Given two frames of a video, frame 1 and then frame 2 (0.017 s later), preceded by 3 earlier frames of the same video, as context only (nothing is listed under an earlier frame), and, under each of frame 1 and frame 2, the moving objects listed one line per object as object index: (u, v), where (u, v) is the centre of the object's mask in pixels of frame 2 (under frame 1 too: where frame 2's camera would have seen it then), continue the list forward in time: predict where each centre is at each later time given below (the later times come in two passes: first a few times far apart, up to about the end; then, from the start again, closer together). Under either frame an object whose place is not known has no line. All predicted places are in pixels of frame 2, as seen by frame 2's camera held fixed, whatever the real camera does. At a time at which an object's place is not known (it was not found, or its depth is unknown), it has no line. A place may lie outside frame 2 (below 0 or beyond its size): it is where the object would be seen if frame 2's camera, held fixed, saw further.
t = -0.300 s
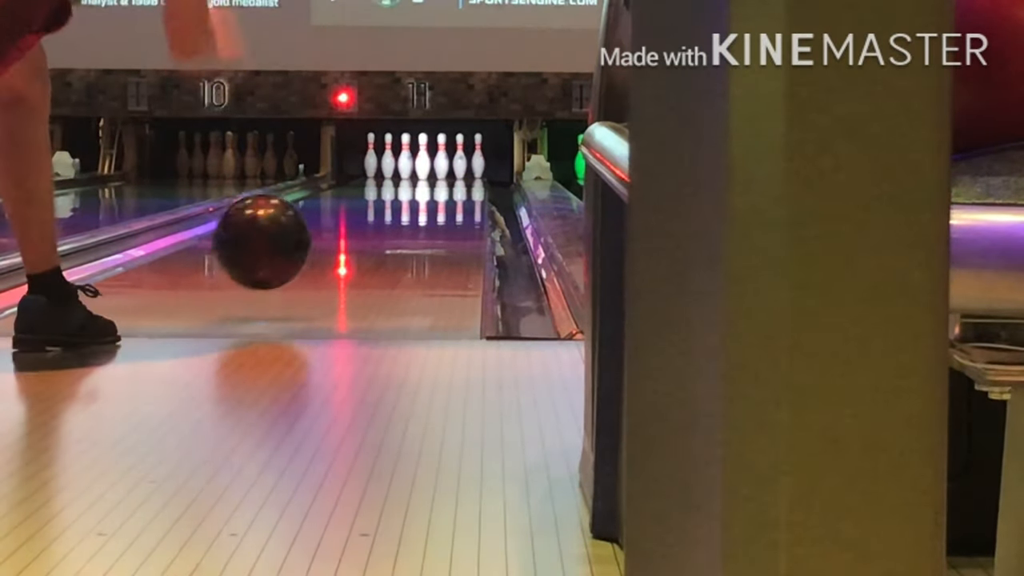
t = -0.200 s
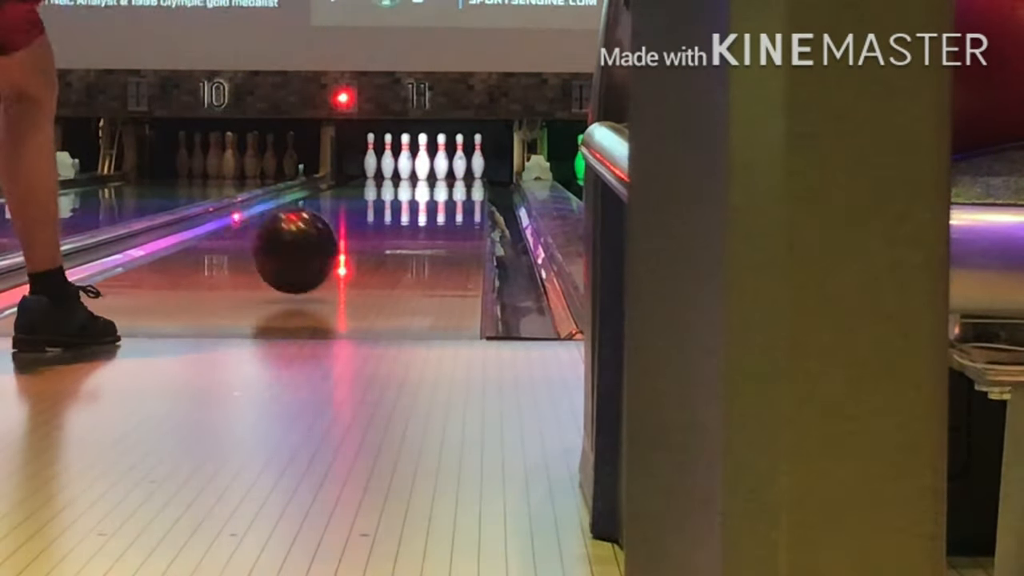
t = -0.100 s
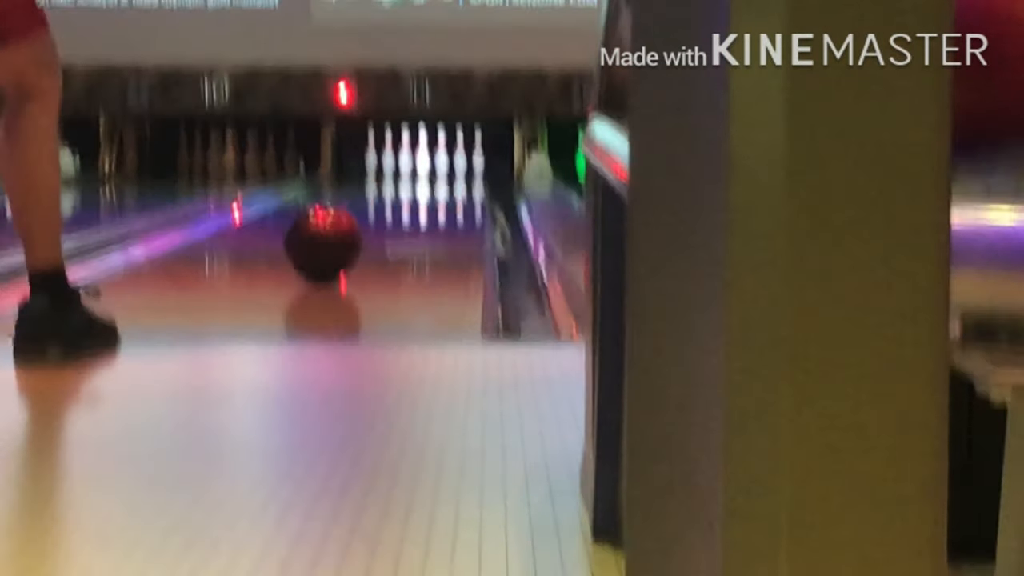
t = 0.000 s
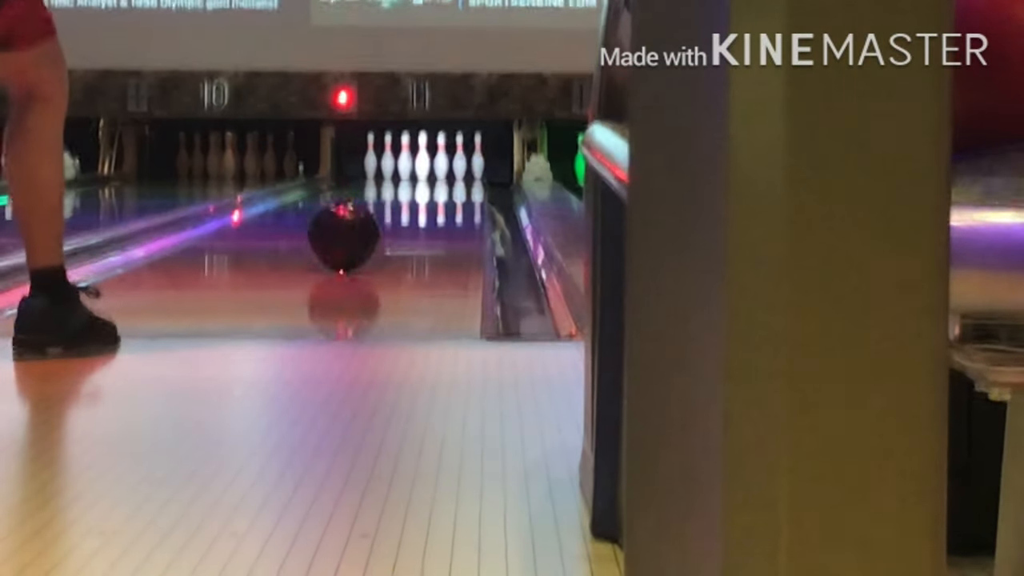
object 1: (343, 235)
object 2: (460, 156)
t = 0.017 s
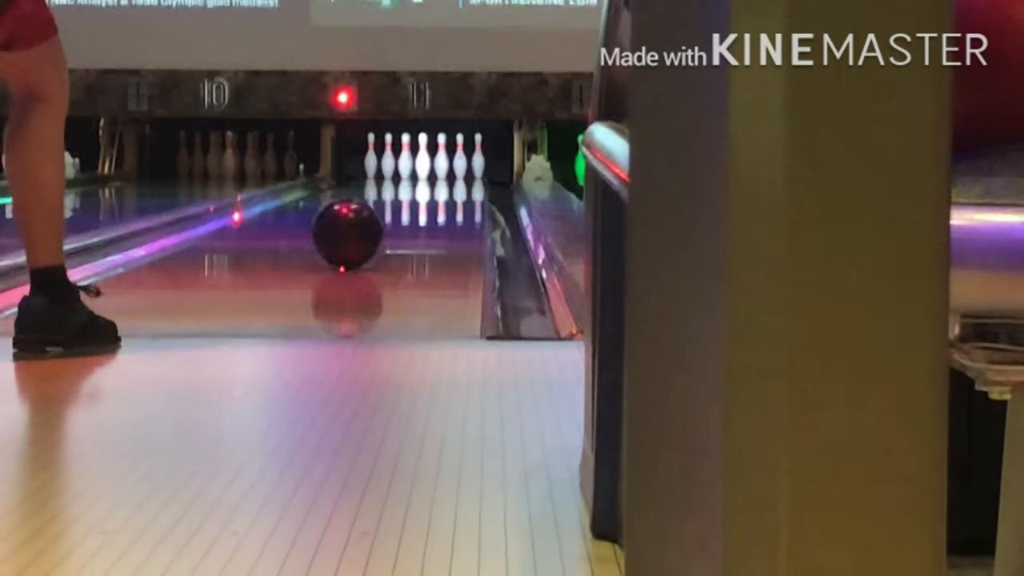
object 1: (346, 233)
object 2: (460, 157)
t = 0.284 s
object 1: (388, 214)
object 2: (460, 158)
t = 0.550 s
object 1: (414, 201)
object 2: (460, 157)
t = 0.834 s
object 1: (432, 191)
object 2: (460, 157)
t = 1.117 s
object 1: (445, 183)
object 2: (460, 155)
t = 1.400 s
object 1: (451, 177)
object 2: (460, 150)
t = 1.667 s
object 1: (453, 173)
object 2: (460, 149)
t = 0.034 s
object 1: (350, 232)
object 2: (460, 157)
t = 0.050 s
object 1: (353, 230)
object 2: (460, 158)
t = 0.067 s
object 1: (356, 229)
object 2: (460, 158)
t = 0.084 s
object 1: (359, 227)
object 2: (460, 158)
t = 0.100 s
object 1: (362, 227)
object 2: (460, 158)
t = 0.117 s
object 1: (364, 225)
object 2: (460, 158)
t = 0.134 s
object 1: (367, 225)
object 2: (460, 157)
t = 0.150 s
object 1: (369, 223)
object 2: (460, 157)
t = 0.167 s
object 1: (372, 222)
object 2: (460, 158)
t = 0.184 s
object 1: (374, 221)
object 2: (460, 157)
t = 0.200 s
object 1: (377, 220)
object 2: (460, 157)
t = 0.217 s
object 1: (379, 219)
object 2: (460, 158)
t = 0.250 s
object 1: (383, 216)
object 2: (460, 158)
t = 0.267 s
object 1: (386, 215)
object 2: (460, 157)
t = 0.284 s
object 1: (388, 214)
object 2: (460, 158)
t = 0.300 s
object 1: (390, 213)
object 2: (460, 157)
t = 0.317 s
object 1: (392, 212)
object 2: (460, 157)
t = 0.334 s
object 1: (393, 211)
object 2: (460, 157)
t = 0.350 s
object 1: (395, 211)
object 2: (460, 157)
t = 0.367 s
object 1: (397, 210)
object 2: (460, 158)
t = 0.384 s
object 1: (399, 209)
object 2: (460, 158)
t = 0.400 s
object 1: (401, 207)
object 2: (460, 158)
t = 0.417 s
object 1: (402, 207)
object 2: (460, 157)
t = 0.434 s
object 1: (404, 206)
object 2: (460, 157)
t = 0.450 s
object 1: (405, 205)
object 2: (460, 157)
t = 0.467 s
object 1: (407, 204)
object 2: (460, 157)
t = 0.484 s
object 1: (408, 204)
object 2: (460, 158)
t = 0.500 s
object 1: (410, 204)
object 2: (460, 158)
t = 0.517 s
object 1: (411, 203)
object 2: (460, 158)
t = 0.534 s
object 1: (413, 202)
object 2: (460, 157)
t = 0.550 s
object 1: (414, 201)
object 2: (460, 157)
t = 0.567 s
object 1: (415, 200)
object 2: (460, 158)
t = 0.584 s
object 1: (417, 200)
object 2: (460, 158)
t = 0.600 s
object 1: (418, 199)
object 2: (460, 157)
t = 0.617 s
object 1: (419, 198)
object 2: (460, 157)
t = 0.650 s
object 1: (422, 197)
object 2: (460, 158)
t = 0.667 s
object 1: (423, 197)
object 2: (460, 157)
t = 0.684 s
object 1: (424, 196)
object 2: (460, 157)
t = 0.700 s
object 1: (425, 196)
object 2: (460, 158)
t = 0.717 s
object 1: (426, 195)
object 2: (460, 157)
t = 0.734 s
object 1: (427, 194)
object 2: (460, 157)
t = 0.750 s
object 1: (428, 194)
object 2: (460, 157)
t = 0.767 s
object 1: (429, 193)
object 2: (460, 157)
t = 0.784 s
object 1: (430, 193)
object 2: (460, 157)
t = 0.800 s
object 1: (431, 192)
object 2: (460, 157)
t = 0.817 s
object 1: (432, 192)
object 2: (460, 157)
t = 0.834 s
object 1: (432, 191)
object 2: (460, 157)
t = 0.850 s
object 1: (434, 190)
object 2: (460, 157)
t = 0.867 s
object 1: (434, 190)
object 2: (460, 158)
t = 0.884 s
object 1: (435, 189)
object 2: (460, 157)
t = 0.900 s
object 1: (436, 189)
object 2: (460, 157)
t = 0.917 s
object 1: (437, 188)
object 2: (460, 157)
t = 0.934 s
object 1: (438, 188)
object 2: (460, 157)
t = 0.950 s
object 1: (439, 187)
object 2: (460, 157)
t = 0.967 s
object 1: (439, 187)
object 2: (460, 157)
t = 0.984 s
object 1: (440, 186)
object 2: (460, 157)
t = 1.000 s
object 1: (441, 186)
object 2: (460, 157)
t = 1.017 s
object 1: (441, 185)
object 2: (460, 157)
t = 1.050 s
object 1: (443, 185)
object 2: (460, 156)
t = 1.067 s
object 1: (443, 184)
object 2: (460, 156)
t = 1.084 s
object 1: (444, 183)
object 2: (460, 156)
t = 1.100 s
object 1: (444, 183)
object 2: (460, 155)
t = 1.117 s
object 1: (445, 183)
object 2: (460, 155)
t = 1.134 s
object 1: (445, 182)
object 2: (460, 155)
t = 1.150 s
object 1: (446, 182)
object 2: (460, 154)
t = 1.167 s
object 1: (446, 182)
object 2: (460, 154)
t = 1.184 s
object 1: (447, 181)
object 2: (460, 154)
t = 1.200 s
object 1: (447, 181)
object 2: (460, 153)
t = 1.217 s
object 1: (448, 180)
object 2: (460, 153)
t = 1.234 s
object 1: (447, 180)
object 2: (460, 153)
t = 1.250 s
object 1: (448, 180)
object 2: (460, 153)
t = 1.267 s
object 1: (449, 180)
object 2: (460, 152)
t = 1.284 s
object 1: (450, 179)
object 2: (460, 152)
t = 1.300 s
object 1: (450, 179)
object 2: (460, 152)
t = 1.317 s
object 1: (451, 179)
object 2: (460, 151)
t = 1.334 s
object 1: (450, 178)
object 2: (460, 151)
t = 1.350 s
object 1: (451, 178)
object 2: (460, 151)
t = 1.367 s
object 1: (451, 178)
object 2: (460, 151)
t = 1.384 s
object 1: (451, 177)
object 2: (460, 151)
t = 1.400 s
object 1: (451, 177)
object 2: (460, 150)
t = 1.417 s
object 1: (451, 177)
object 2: (460, 150)
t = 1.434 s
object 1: (452, 176)
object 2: (460, 150)
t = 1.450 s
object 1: (452, 176)
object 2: (460, 150)
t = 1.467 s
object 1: (453, 176)
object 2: (460, 150)
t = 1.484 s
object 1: (453, 176)
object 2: (460, 149)
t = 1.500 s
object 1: (453, 175)
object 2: (460, 149)
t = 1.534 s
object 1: (453, 175)
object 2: (460, 149)
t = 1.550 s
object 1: (453, 175)
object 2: (460, 149)
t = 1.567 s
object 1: (453, 175)
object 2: (460, 149)
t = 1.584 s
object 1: (453, 174)
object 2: (460, 149)
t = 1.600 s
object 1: (452, 174)
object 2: (460, 149)
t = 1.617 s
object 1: (452, 173)
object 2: (460, 148)
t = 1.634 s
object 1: (452, 173)
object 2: (460, 149)
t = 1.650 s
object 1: (453, 173)
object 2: (460, 149)
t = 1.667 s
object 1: (453, 173)
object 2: (460, 149)
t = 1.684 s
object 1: (453, 173)
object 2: (460, 149)
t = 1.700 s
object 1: (452, 173)
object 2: (460, 149)
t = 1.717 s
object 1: (452, 172)
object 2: (460, 149)
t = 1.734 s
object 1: (452, 172)
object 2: (460, 149)
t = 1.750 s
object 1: (451, 172)
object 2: (461, 149)
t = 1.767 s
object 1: (451, 172)
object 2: (460, 149)
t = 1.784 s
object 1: (450, 171)
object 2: (461, 150)
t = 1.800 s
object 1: (450, 171)
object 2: (461, 150)
